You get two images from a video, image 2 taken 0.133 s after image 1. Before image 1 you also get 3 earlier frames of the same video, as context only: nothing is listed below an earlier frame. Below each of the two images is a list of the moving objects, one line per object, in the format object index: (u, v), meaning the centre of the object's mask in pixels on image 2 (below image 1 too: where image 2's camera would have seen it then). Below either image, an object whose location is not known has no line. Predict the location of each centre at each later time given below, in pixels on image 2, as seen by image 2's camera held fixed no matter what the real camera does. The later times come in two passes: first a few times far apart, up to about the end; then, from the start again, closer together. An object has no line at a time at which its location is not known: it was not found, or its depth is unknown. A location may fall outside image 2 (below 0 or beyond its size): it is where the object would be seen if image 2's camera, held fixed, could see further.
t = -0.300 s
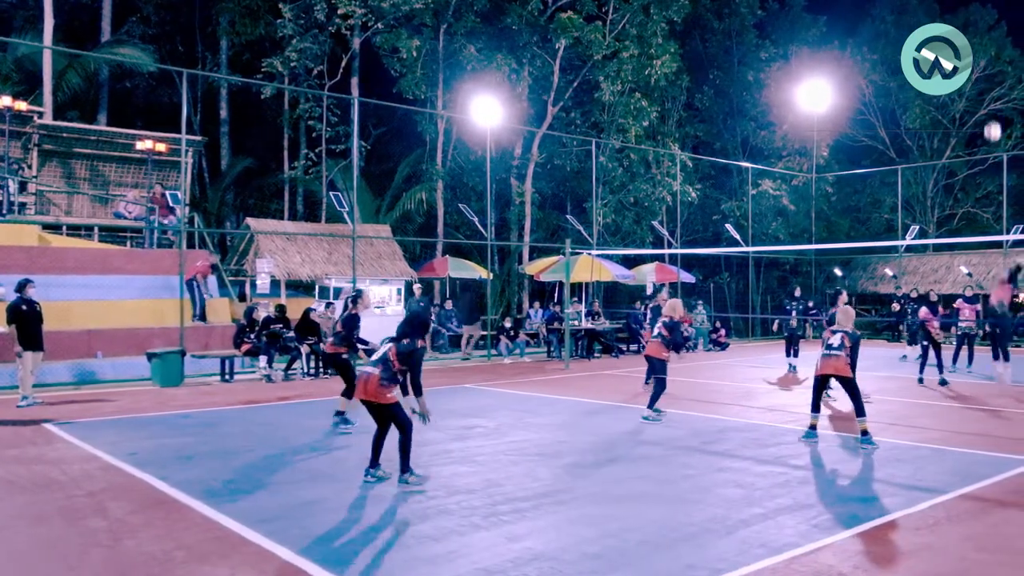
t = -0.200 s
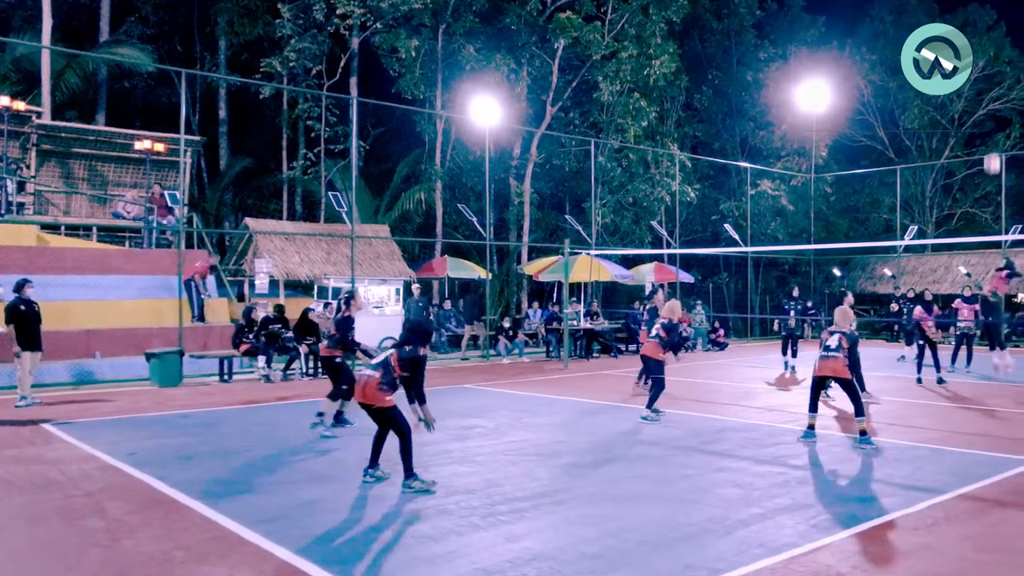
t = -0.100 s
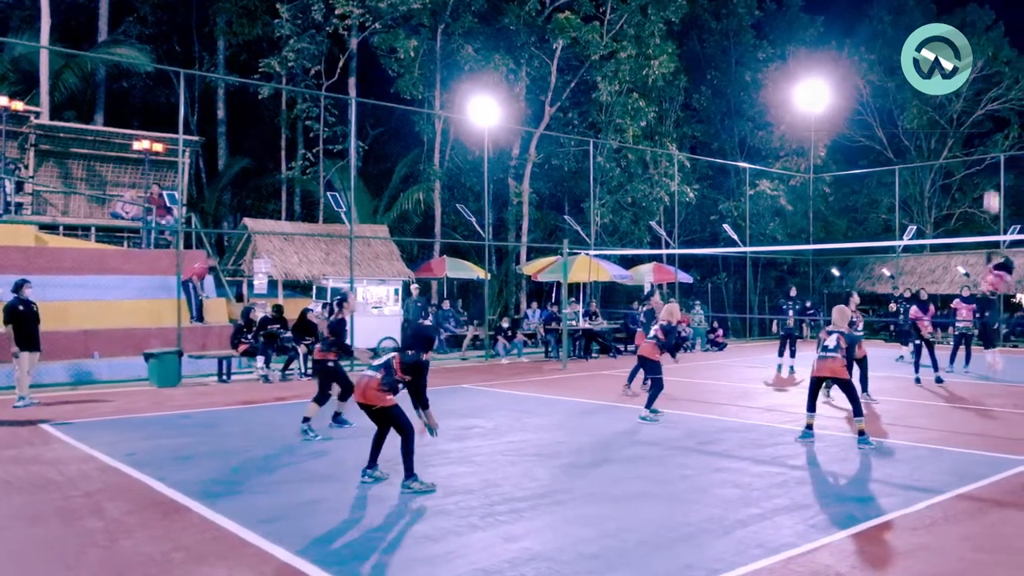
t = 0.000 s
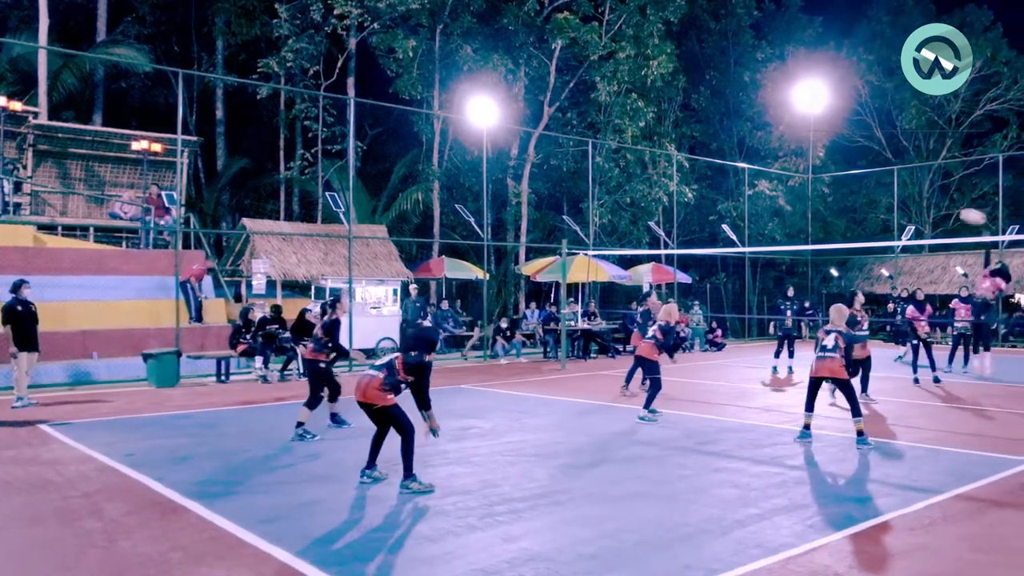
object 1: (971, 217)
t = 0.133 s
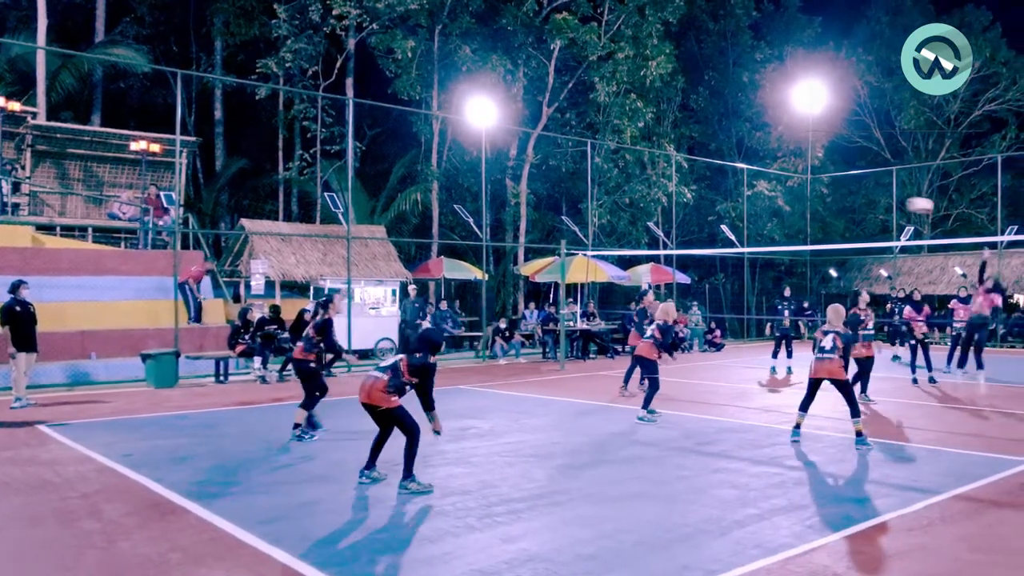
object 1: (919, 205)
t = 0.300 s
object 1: (844, 208)
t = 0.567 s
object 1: (704, 270)
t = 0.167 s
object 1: (906, 204)
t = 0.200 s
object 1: (891, 203)
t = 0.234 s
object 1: (875, 204)
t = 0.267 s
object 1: (860, 206)
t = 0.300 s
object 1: (844, 208)
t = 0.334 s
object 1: (828, 212)
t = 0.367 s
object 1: (812, 217)
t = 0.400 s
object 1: (796, 222)
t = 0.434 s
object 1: (778, 230)
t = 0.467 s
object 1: (761, 237)
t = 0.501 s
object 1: (743, 247)
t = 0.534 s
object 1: (721, 260)
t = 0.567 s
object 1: (704, 270)
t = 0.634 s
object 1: (660, 303)
